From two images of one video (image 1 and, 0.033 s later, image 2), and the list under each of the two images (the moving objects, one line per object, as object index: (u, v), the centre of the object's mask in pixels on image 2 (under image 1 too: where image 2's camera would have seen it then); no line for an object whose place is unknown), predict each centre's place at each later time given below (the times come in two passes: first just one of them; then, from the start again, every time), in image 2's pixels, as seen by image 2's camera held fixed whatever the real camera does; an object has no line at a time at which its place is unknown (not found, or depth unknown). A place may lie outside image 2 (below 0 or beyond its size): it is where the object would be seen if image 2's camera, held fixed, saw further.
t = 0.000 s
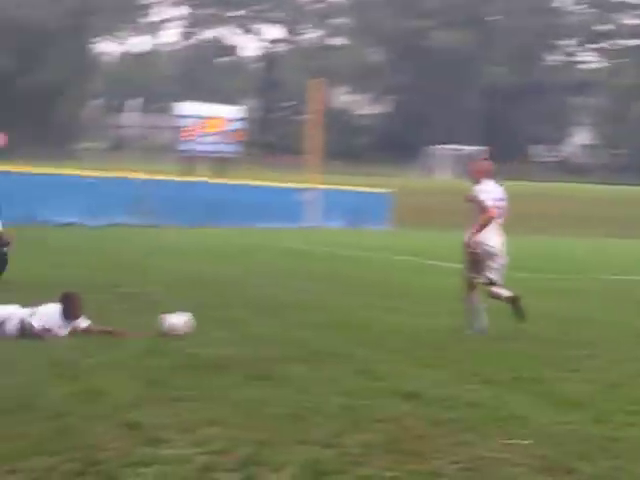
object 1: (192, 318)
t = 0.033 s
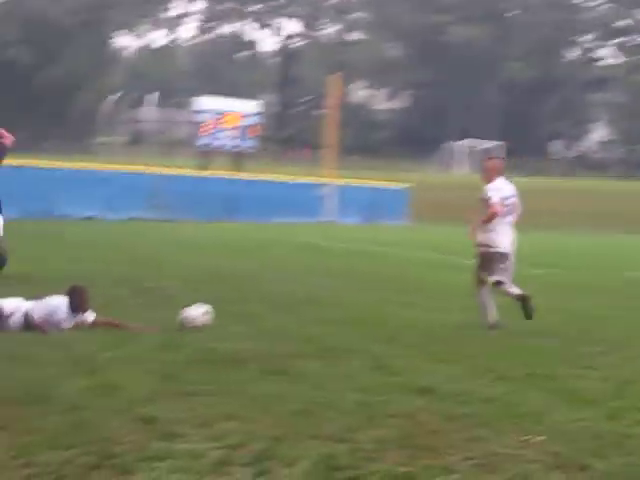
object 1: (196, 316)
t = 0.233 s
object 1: (221, 315)
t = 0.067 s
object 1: (201, 314)
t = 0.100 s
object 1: (205, 313)
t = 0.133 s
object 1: (209, 315)
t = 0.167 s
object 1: (213, 317)
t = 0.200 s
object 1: (217, 317)
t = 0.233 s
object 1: (221, 315)
